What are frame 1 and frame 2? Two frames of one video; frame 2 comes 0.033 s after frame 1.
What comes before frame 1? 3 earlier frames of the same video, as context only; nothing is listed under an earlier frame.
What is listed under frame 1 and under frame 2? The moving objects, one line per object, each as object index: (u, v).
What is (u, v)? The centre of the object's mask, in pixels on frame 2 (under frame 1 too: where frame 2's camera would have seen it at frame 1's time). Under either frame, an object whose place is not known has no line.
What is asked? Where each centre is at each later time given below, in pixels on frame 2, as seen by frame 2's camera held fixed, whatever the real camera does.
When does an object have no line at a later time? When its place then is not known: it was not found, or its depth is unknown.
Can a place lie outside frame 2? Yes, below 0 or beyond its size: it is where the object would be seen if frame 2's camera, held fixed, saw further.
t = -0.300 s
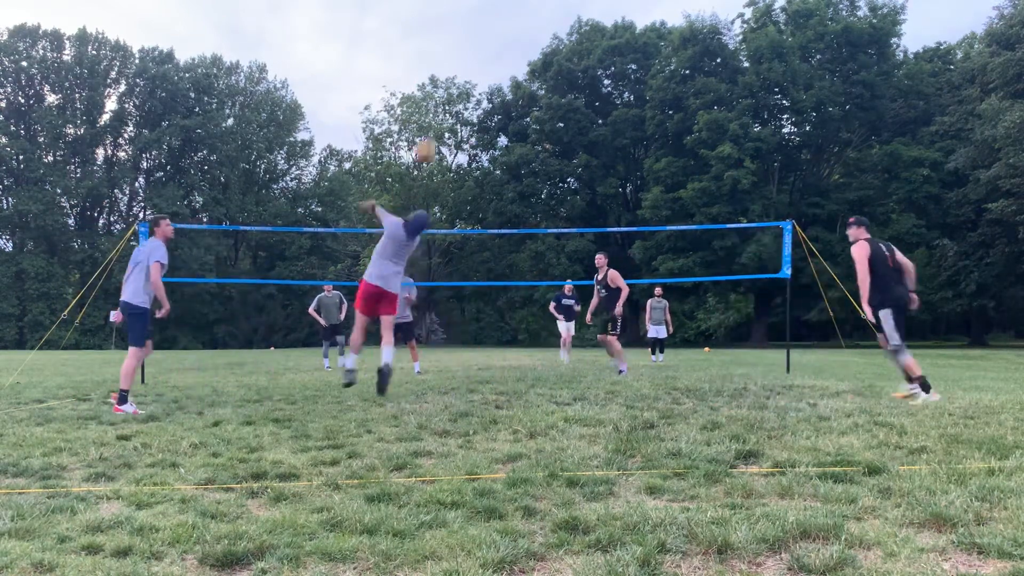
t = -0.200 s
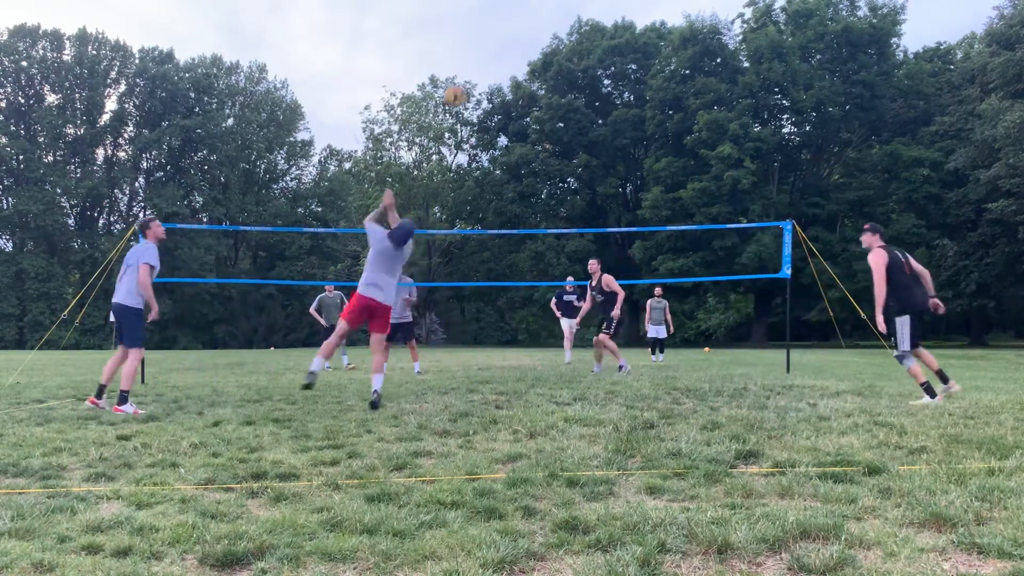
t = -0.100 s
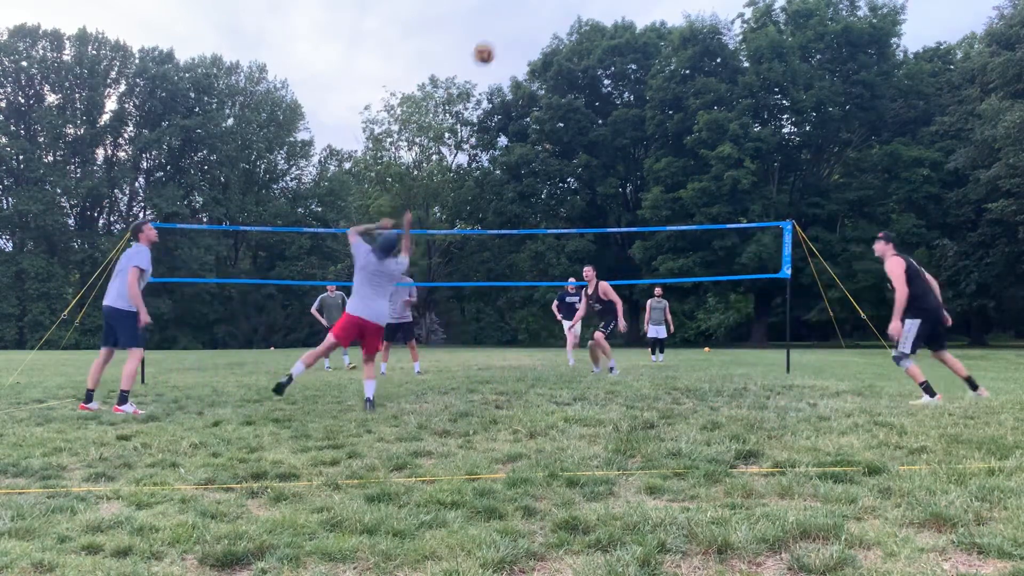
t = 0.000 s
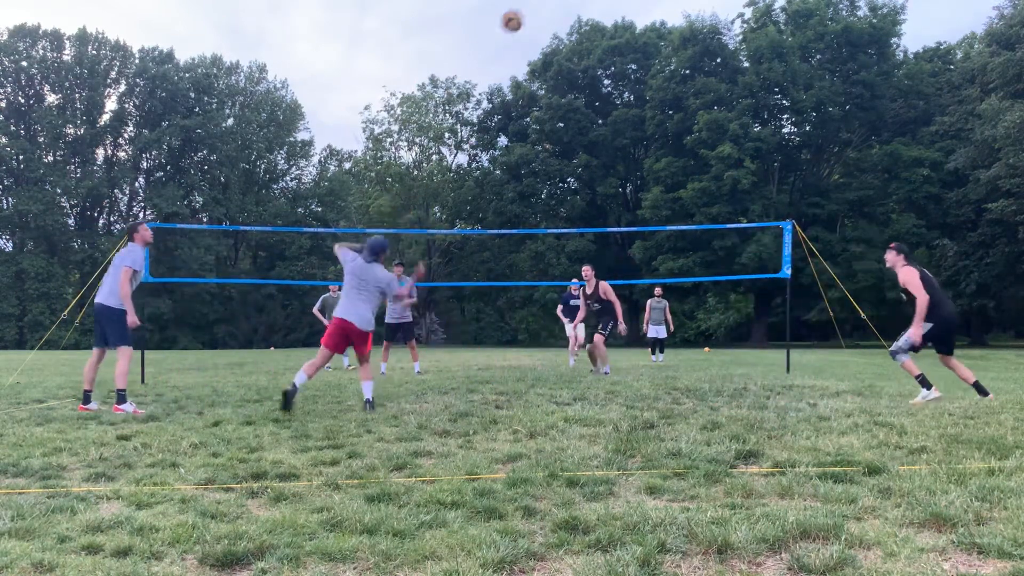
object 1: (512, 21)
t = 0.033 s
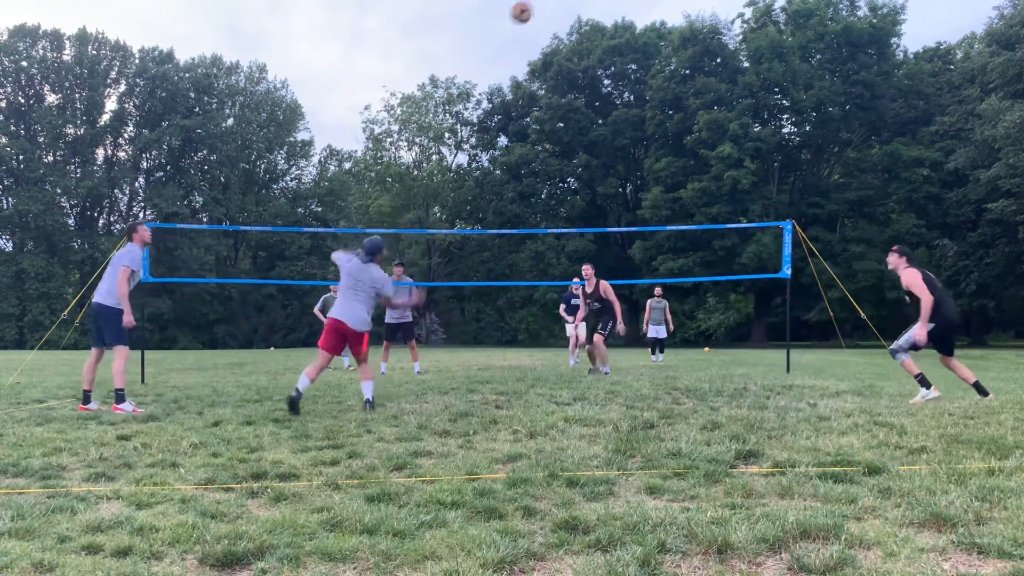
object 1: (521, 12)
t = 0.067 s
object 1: (530, 7)
